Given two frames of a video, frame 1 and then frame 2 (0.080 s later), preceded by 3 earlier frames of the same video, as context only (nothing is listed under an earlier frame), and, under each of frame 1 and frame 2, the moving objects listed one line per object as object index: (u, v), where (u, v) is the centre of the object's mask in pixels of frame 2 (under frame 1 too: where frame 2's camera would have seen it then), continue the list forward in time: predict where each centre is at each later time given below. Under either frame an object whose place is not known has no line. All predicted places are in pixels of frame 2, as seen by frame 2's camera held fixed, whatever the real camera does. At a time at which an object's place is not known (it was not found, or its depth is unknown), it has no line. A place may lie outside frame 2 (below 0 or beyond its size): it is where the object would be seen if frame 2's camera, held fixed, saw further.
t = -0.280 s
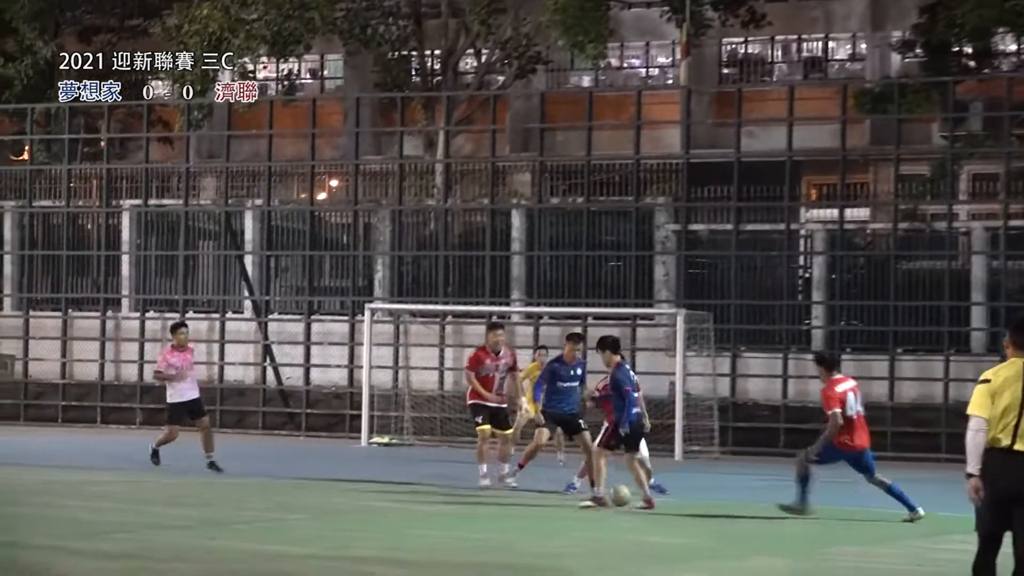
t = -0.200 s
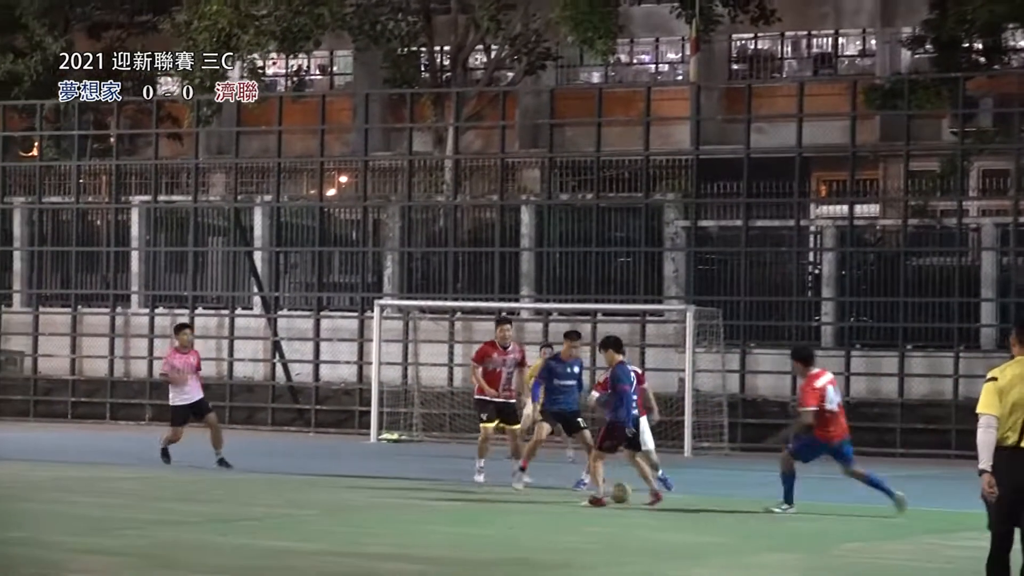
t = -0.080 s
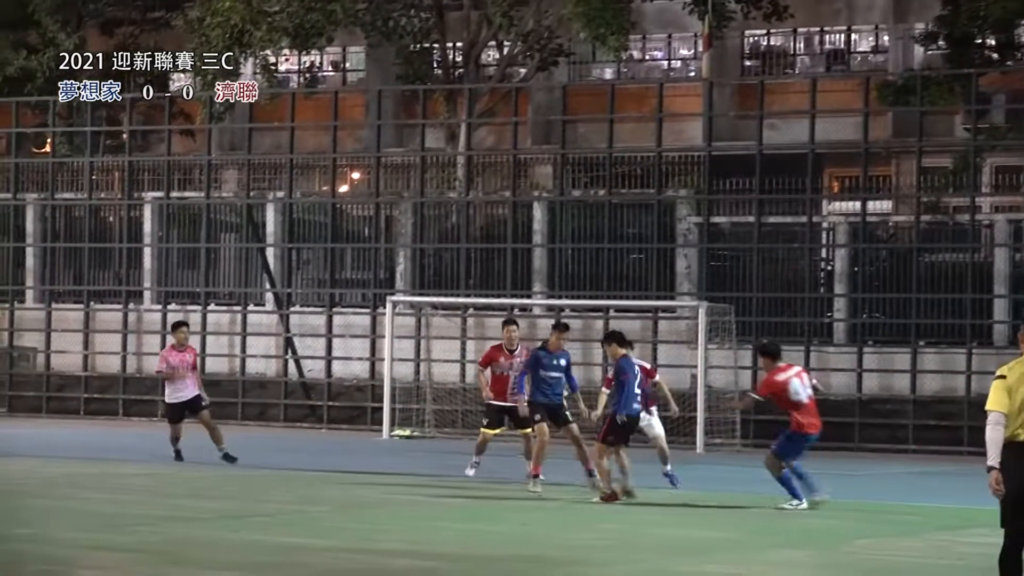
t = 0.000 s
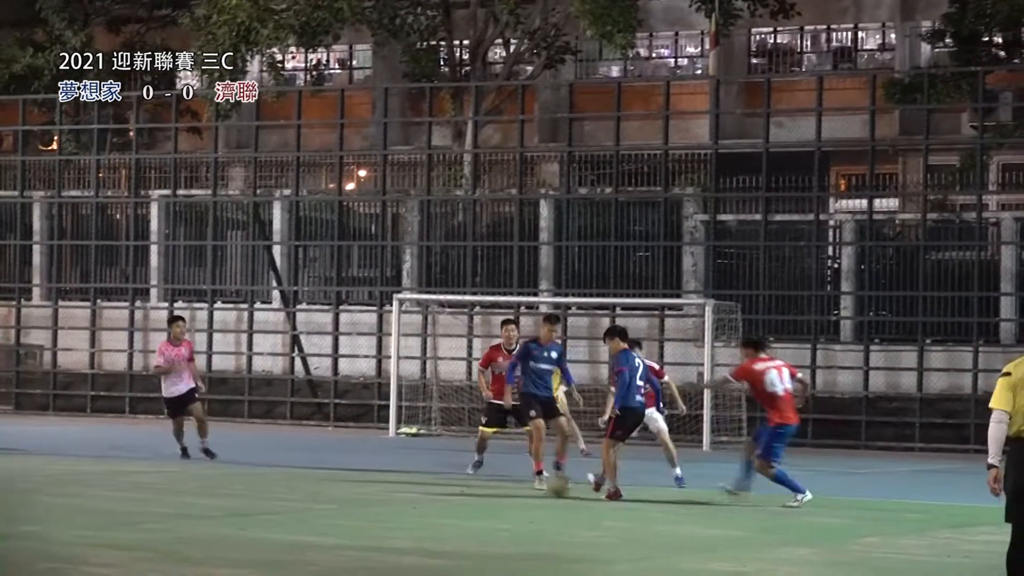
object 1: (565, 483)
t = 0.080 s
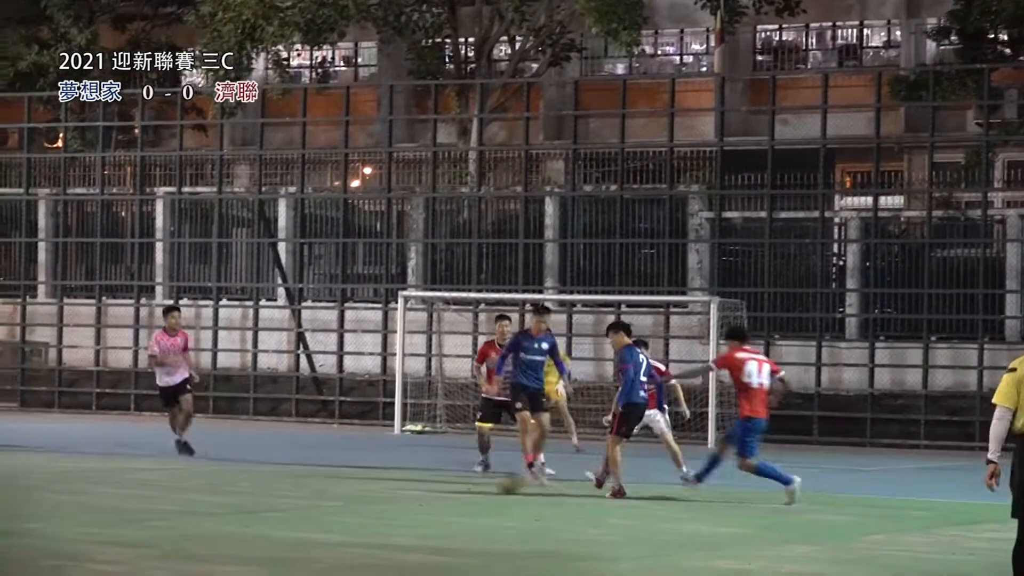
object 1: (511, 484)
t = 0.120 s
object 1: (483, 485)
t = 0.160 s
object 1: (460, 484)
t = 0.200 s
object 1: (437, 484)
